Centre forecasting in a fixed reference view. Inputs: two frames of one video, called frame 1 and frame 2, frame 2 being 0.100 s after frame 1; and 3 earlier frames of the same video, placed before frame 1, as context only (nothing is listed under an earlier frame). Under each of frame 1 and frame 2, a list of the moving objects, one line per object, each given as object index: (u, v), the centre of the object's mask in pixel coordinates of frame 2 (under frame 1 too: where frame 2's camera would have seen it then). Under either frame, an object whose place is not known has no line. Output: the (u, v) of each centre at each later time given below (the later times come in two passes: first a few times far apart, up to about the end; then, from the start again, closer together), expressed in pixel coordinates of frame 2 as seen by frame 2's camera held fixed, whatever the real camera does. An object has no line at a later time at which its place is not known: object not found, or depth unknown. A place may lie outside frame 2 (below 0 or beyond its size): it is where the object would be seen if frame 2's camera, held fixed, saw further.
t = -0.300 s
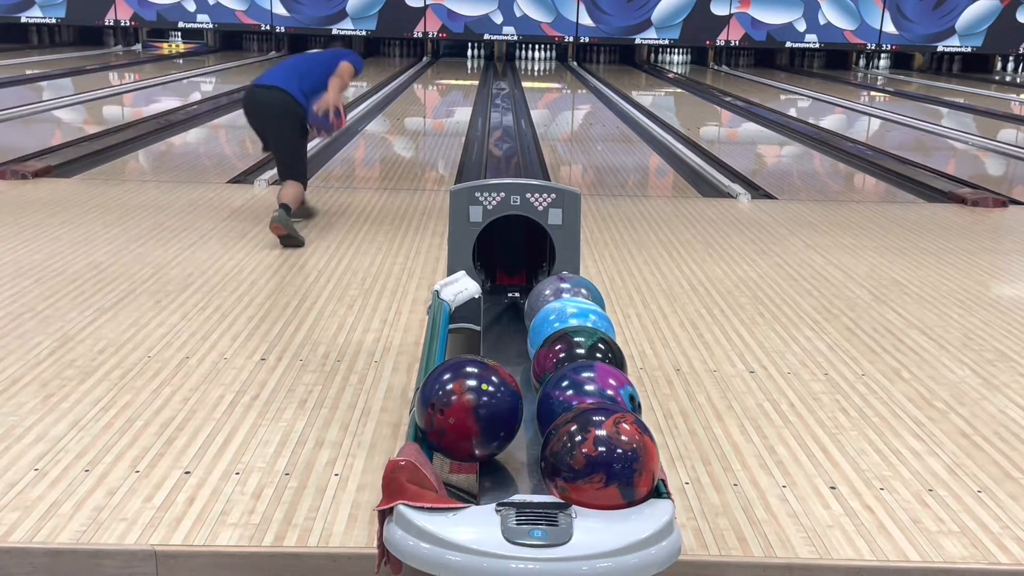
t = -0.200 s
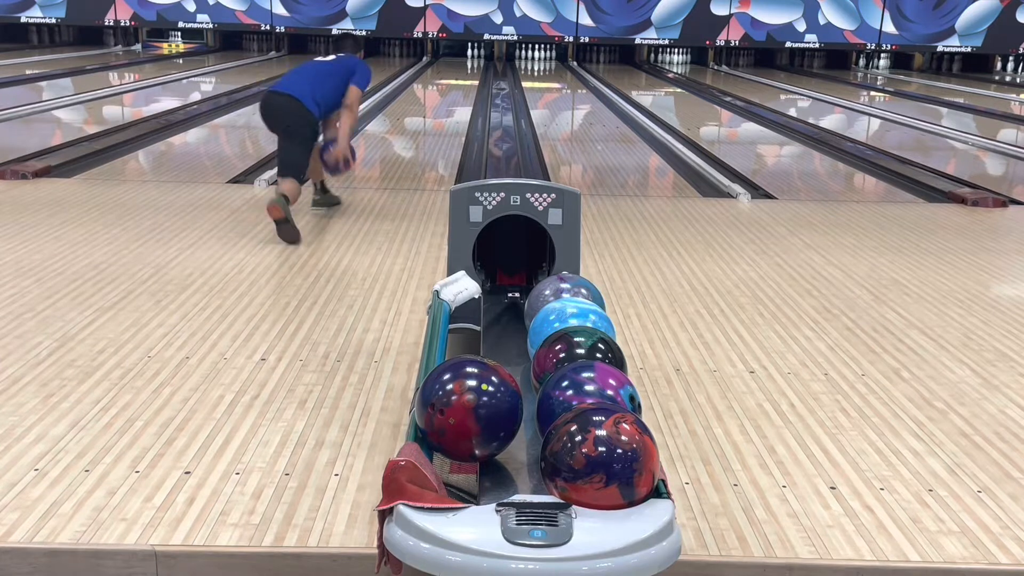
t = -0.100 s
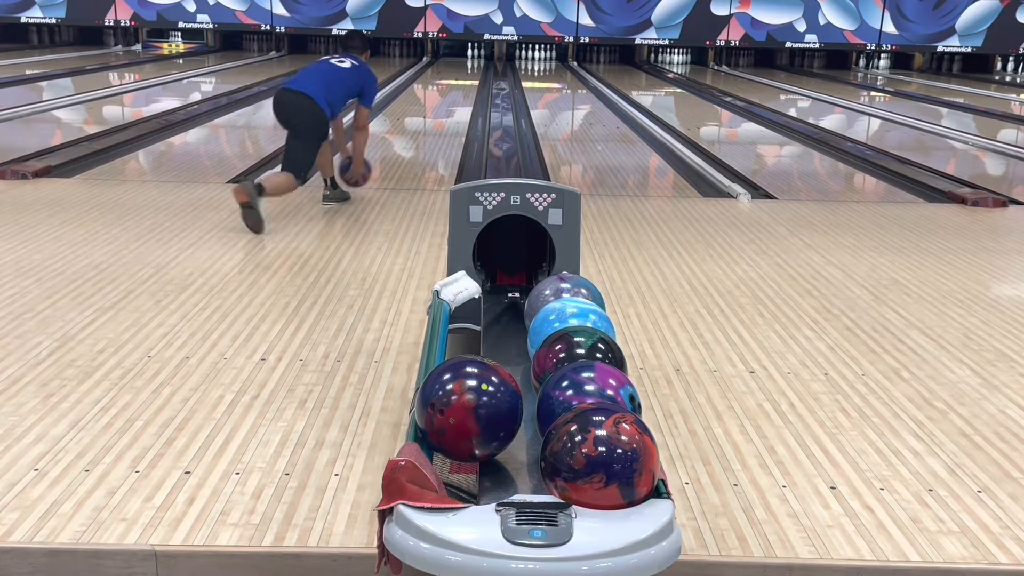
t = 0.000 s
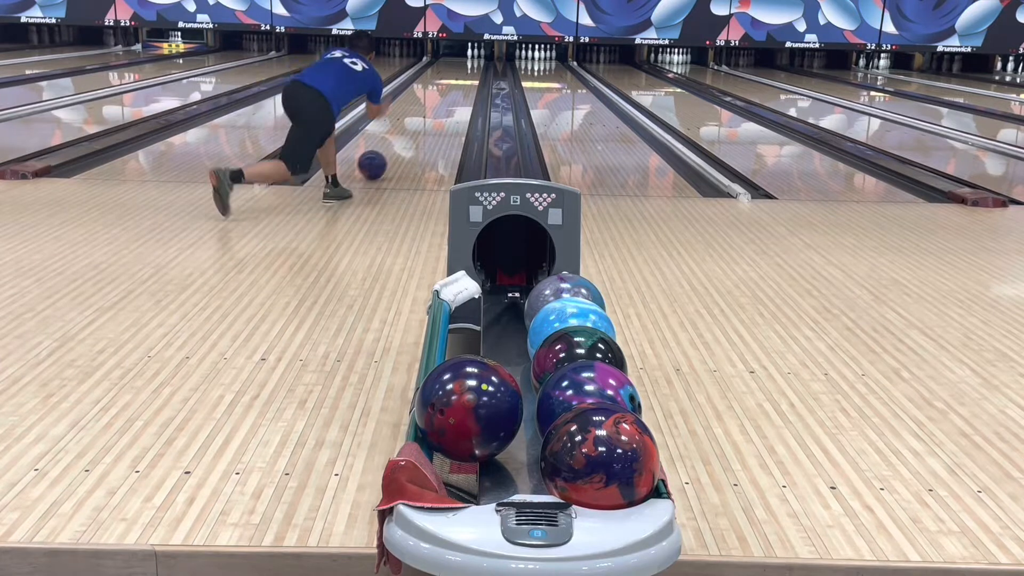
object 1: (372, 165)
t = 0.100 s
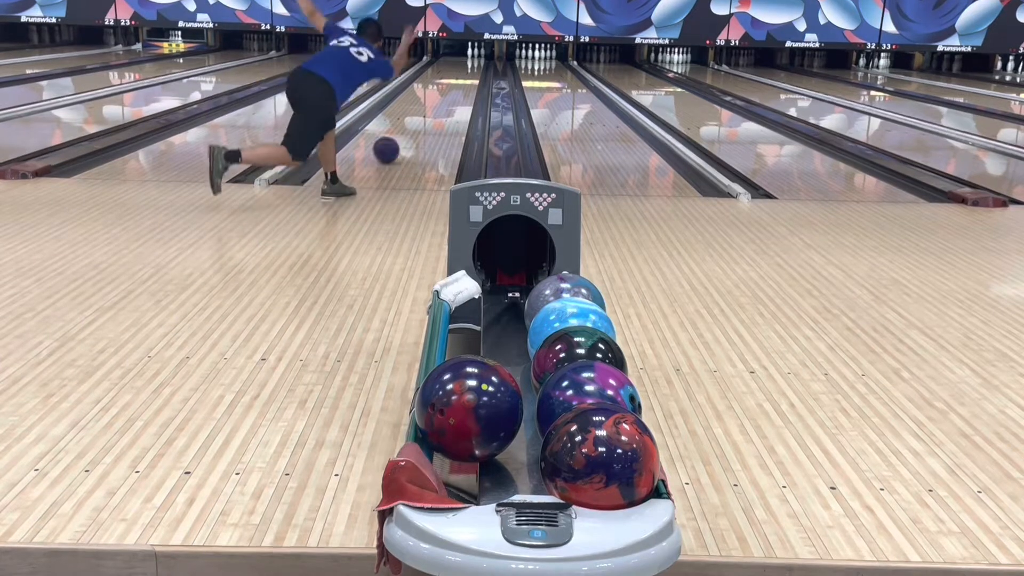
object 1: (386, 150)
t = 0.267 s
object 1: (404, 131)
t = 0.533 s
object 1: (424, 109)
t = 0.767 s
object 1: (436, 95)
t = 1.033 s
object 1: (447, 83)
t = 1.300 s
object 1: (455, 74)
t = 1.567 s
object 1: (461, 68)
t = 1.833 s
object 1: (465, 63)
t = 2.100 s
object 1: (466, 58)
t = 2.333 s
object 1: (466, 54)
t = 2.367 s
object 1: (466, 54)
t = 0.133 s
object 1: (390, 146)
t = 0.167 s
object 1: (394, 141)
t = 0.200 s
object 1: (397, 138)
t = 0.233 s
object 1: (401, 134)
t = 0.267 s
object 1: (404, 131)
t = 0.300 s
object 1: (407, 128)
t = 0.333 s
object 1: (410, 124)
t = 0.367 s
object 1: (412, 122)
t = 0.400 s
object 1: (415, 119)
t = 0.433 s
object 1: (417, 116)
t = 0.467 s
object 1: (420, 114)
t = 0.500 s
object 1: (422, 111)
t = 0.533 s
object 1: (424, 109)
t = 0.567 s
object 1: (426, 107)
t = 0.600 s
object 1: (428, 105)
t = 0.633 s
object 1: (430, 103)
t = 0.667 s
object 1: (432, 101)
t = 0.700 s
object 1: (433, 99)
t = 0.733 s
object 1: (435, 97)
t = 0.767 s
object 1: (436, 95)
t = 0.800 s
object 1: (438, 93)
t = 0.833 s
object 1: (439, 92)
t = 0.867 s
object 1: (441, 90)
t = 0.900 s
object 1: (442, 88)
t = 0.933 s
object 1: (444, 87)
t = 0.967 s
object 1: (445, 86)
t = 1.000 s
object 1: (446, 85)
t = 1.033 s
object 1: (447, 83)
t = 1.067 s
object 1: (449, 82)
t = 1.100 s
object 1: (450, 81)
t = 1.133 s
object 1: (450, 80)
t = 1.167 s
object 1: (452, 78)
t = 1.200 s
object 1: (453, 77)
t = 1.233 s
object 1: (453, 76)
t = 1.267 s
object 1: (454, 75)
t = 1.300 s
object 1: (455, 74)
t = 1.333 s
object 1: (456, 74)
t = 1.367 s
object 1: (457, 73)
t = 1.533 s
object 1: (461, 69)
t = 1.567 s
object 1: (461, 68)
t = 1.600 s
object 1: (462, 68)
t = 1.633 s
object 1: (463, 67)
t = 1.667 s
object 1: (463, 66)
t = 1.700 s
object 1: (463, 65)
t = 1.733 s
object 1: (464, 65)
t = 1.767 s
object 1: (464, 64)
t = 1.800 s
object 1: (464, 63)
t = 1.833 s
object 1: (465, 63)
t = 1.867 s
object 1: (465, 62)
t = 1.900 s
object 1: (465, 61)
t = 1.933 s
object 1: (465, 60)
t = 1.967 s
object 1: (465, 60)
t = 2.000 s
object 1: (465, 59)
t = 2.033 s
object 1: (465, 59)
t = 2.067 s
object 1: (465, 58)
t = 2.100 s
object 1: (466, 58)
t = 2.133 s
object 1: (466, 58)
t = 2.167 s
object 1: (466, 57)
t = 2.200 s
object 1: (466, 56)
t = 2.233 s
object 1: (466, 55)
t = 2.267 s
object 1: (466, 55)
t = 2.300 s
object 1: (466, 55)
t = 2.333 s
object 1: (466, 54)
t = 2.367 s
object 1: (466, 54)
